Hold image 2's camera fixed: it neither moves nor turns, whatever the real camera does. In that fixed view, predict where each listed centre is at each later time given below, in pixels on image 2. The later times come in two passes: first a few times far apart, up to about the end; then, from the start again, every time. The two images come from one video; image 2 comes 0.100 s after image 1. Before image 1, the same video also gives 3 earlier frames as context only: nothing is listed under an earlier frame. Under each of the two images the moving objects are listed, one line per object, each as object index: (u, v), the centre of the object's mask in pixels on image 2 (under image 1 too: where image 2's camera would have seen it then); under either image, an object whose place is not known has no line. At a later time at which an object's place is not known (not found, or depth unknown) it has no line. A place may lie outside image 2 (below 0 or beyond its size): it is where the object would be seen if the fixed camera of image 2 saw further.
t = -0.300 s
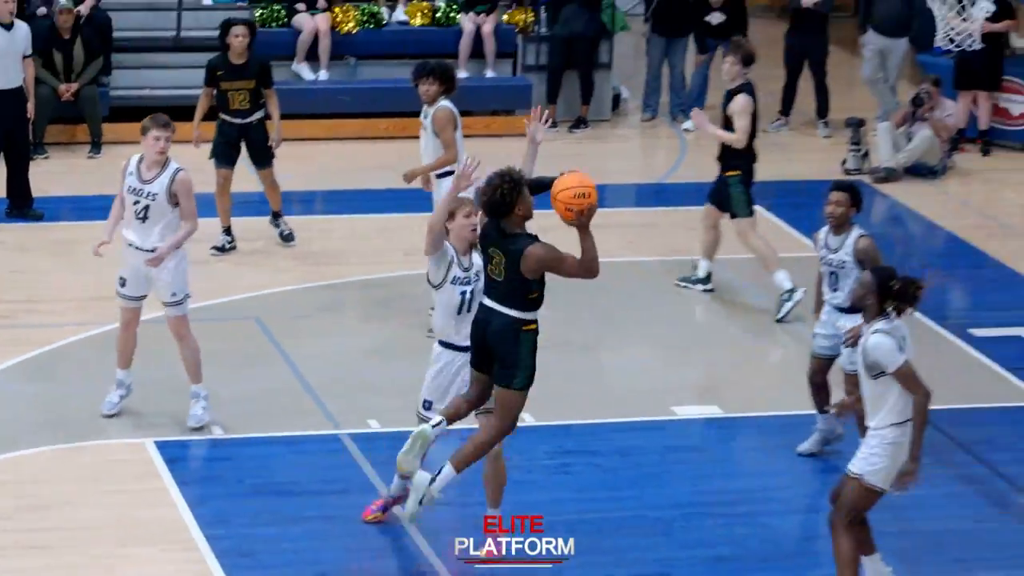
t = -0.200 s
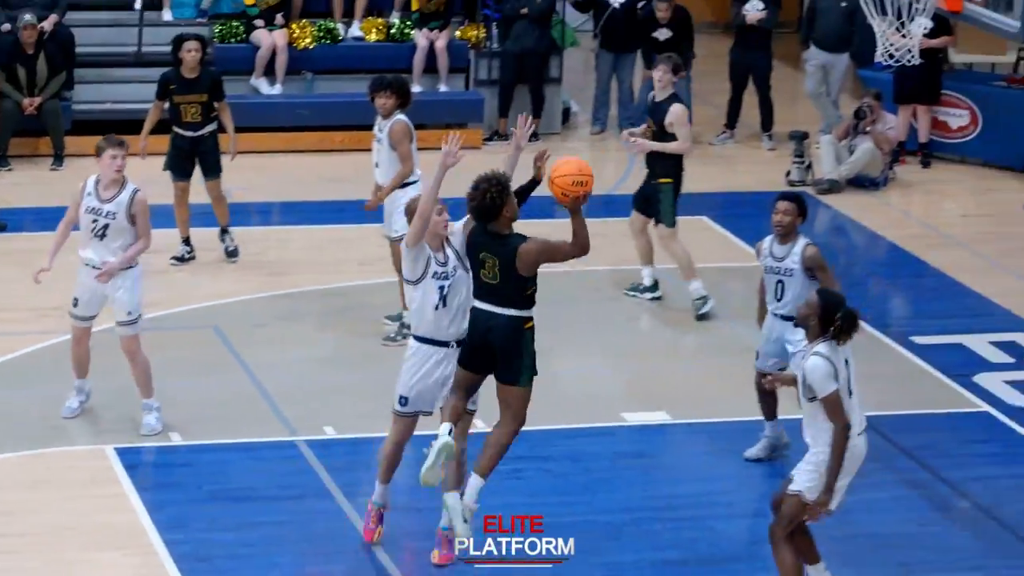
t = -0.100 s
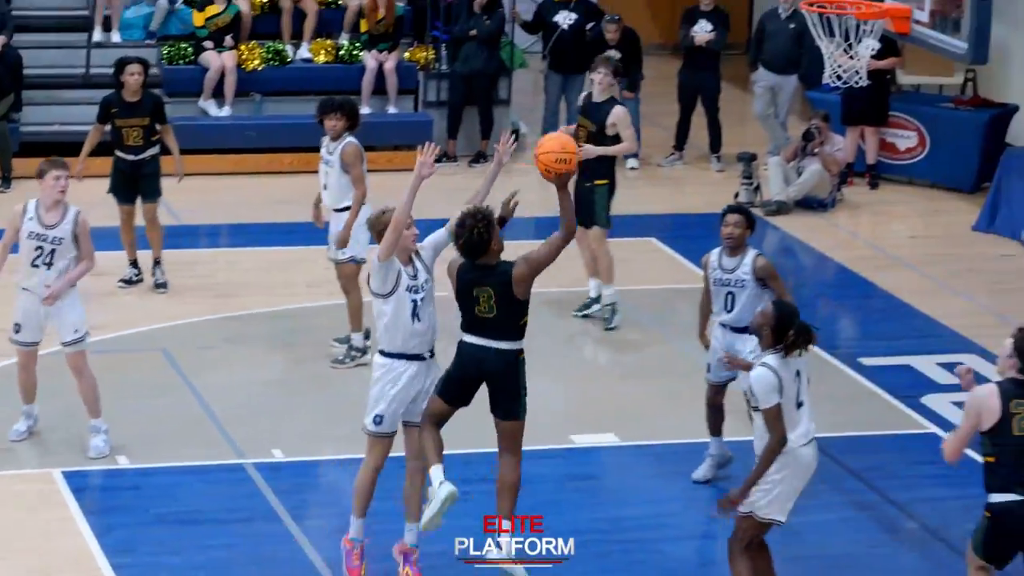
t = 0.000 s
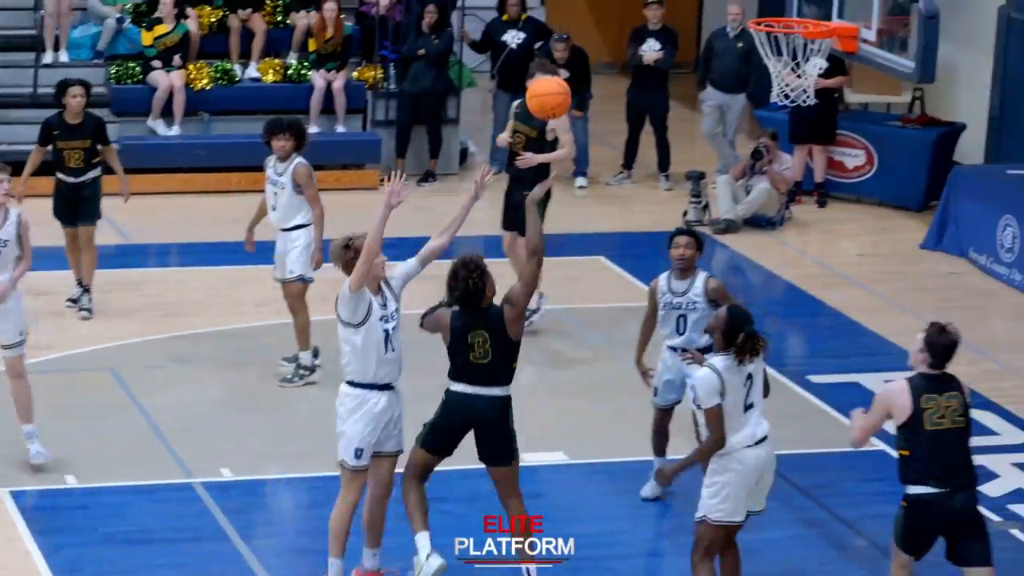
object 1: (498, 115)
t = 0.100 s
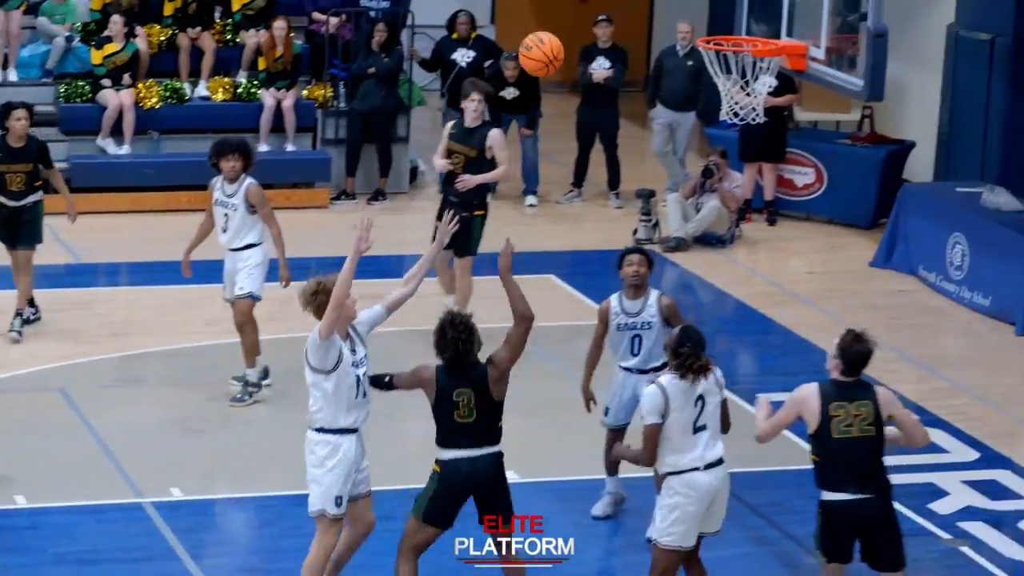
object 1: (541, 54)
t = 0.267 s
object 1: (608, -4)
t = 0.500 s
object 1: (693, -8)
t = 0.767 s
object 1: (757, 85)
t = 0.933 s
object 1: (746, 138)
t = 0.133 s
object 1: (555, 37)
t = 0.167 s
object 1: (568, 23)
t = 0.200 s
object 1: (581, 10)
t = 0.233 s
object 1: (595, 2)
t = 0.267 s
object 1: (608, -4)
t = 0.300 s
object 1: (621, -9)
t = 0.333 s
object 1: (634, -14)
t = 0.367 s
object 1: (646, -18)
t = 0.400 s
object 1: (658, -19)
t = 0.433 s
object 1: (670, -18)
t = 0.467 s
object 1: (682, -14)
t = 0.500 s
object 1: (693, -8)
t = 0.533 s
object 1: (704, 0)
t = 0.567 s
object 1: (715, 10)
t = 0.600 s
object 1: (726, 20)
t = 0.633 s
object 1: (736, 31)
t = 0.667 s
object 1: (744, 48)
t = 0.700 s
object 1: (754, 70)
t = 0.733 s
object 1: (757, 74)
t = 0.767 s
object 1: (757, 85)
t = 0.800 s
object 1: (755, 92)
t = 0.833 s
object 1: (752, 102)
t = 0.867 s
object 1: (751, 112)
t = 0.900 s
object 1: (748, 124)
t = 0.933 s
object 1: (746, 138)
